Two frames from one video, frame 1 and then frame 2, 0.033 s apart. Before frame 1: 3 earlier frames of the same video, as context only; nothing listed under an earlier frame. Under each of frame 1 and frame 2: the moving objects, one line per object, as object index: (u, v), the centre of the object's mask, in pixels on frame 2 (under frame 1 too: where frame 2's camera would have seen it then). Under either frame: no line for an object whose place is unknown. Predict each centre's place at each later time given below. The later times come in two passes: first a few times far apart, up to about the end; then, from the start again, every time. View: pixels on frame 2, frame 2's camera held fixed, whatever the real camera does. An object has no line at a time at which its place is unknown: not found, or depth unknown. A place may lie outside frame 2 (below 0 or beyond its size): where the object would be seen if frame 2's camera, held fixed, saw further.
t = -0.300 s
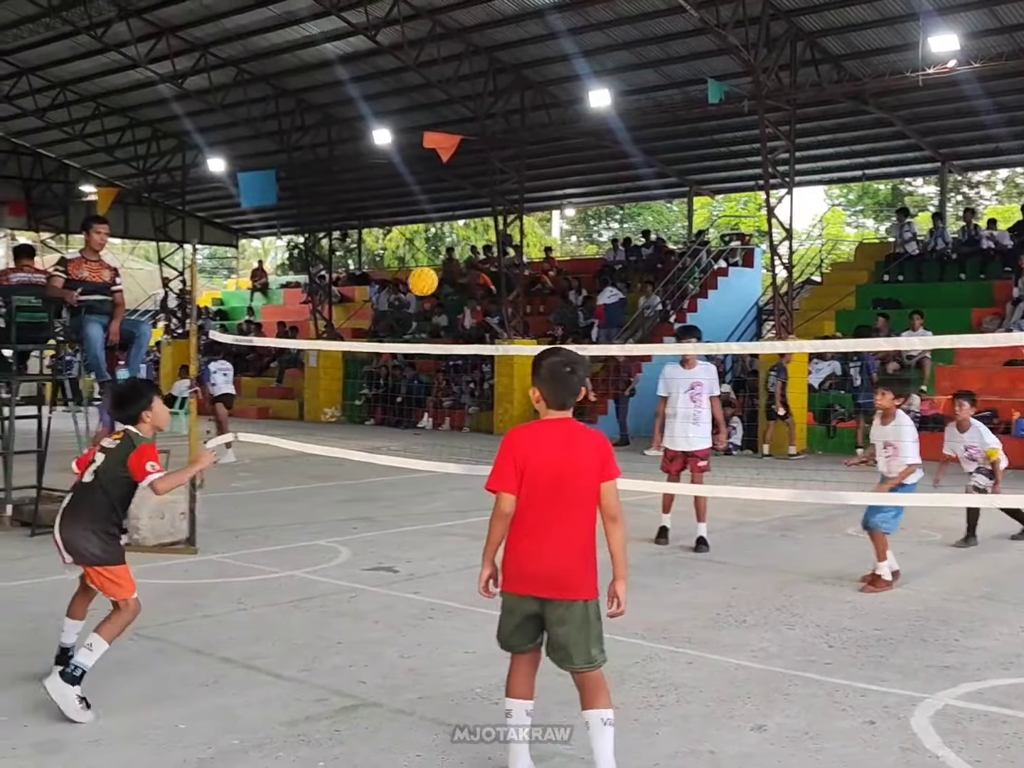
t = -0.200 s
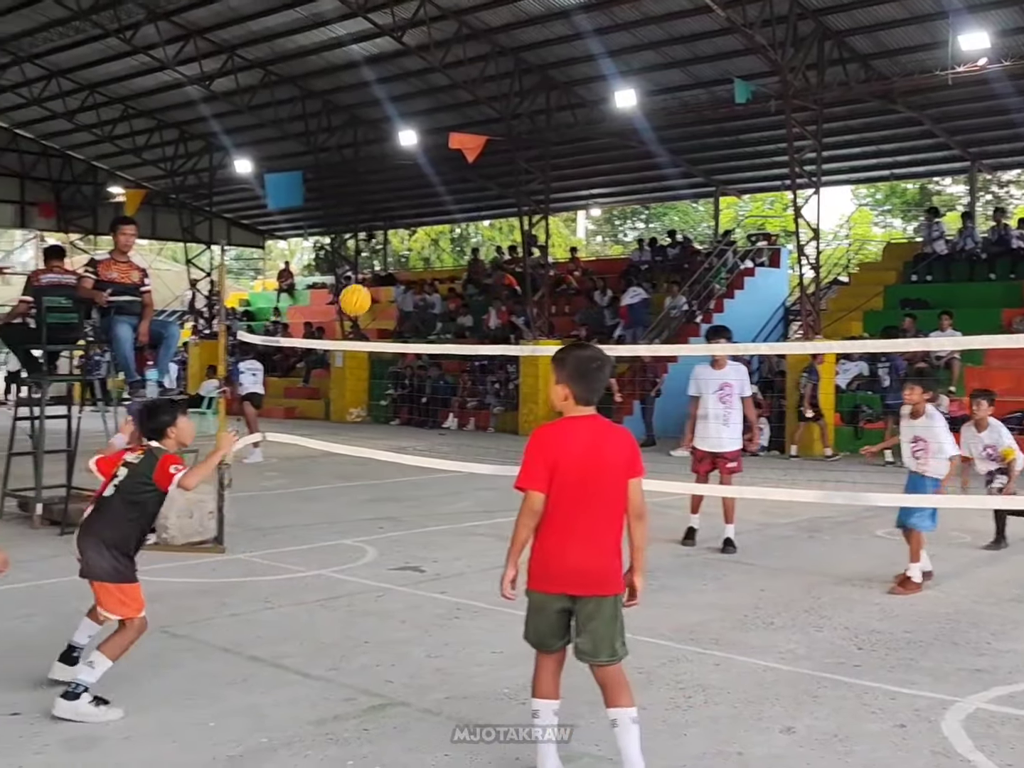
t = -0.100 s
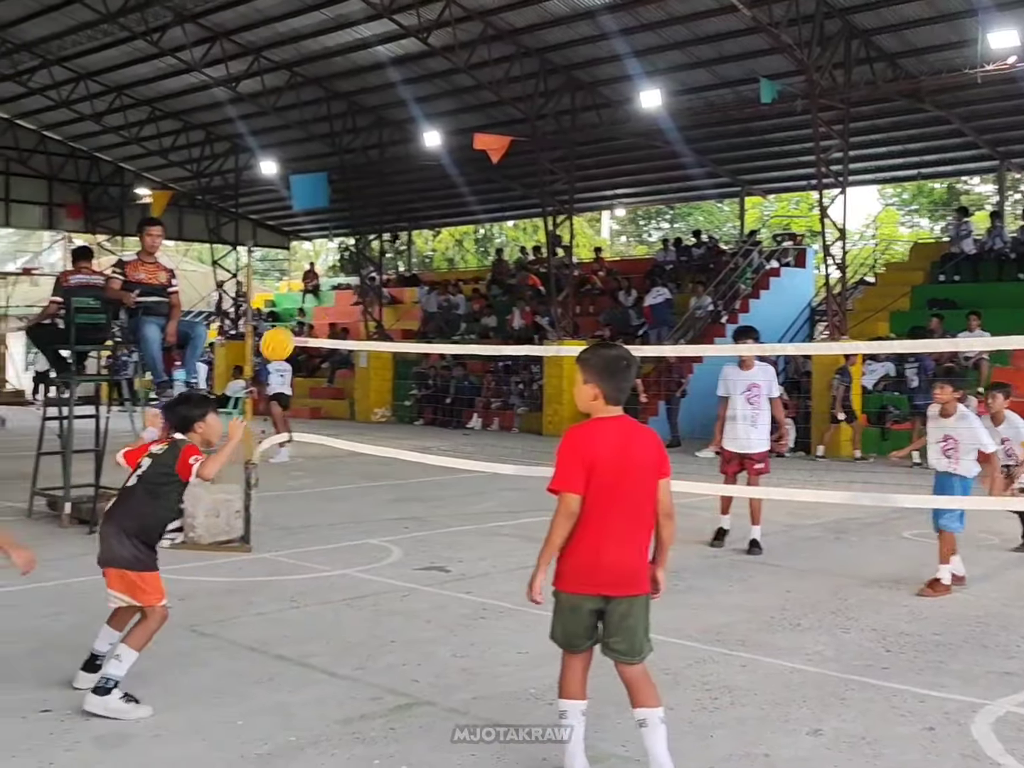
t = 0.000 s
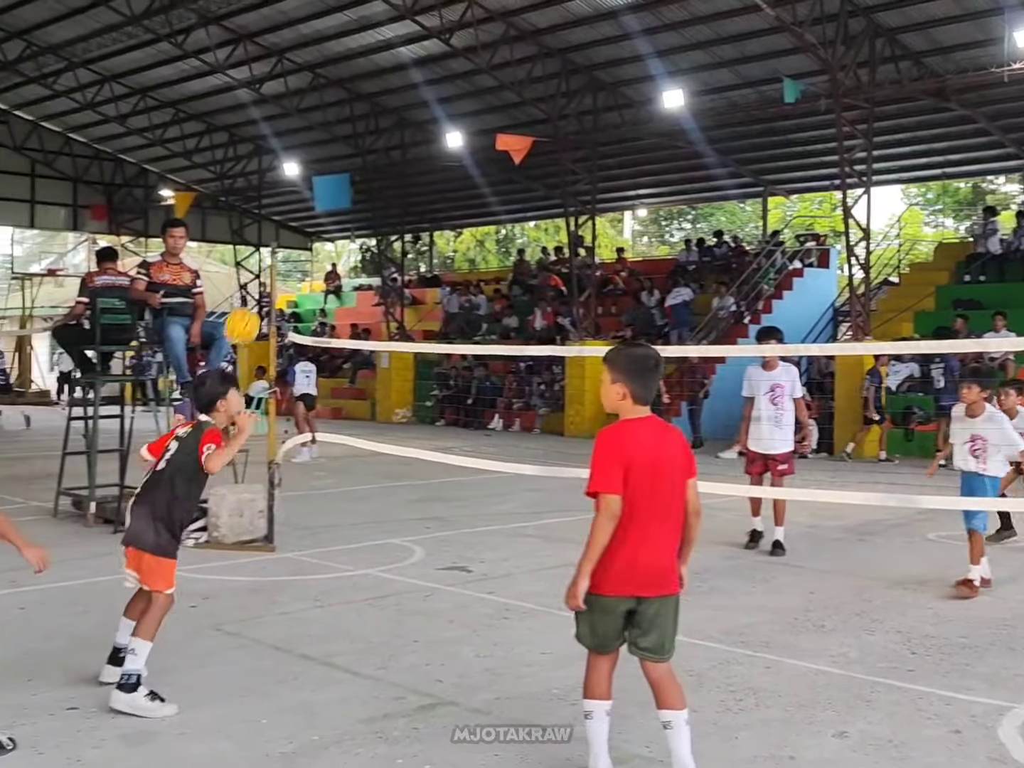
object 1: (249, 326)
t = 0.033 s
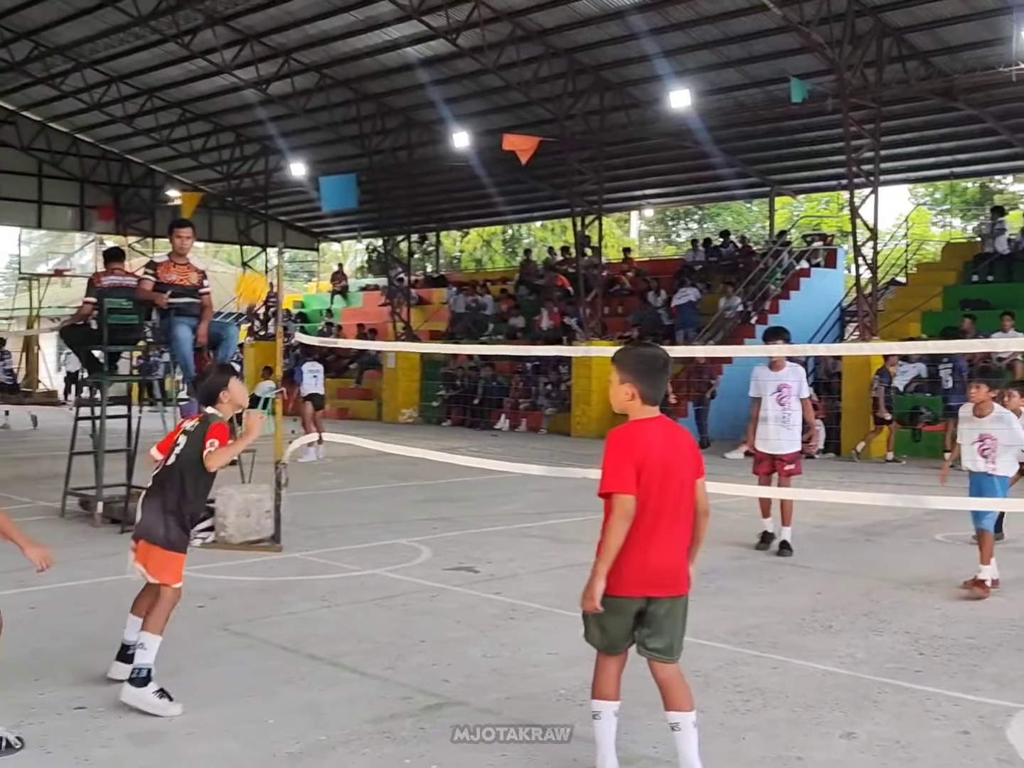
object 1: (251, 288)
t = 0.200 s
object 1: (263, 131)
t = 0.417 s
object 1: (281, 23)
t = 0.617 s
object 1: (294, 22)
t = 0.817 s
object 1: (307, 120)
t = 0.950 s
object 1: (315, 240)
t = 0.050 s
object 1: (253, 269)
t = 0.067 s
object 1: (255, 251)
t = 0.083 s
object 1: (256, 233)
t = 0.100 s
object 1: (256, 218)
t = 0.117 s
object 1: (258, 202)
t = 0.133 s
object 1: (258, 186)
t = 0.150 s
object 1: (259, 172)
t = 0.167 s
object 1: (261, 157)
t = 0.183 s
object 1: (262, 143)
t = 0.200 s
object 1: (263, 131)
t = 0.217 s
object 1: (265, 119)
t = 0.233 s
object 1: (268, 107)
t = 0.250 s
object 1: (269, 96)
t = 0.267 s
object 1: (271, 86)
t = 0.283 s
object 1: (272, 76)
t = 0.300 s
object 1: (273, 67)
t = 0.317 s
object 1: (274, 59)
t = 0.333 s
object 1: (275, 51)
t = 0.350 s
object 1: (276, 44)
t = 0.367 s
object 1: (278, 38)
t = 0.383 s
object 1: (279, 32)
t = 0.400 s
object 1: (280, 27)
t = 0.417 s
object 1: (281, 23)
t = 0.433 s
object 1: (282, 19)
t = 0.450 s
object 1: (283, 16)
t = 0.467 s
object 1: (284, 14)
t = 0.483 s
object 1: (285, 13)
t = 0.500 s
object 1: (286, 13)
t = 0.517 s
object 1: (287, 13)
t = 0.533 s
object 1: (288, 13)
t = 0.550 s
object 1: (290, 13)
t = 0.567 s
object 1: (291, 14)
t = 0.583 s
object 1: (292, 16)
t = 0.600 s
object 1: (293, 18)
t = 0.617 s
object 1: (294, 22)
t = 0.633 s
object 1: (295, 26)
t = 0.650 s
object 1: (296, 31)
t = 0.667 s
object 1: (297, 37)
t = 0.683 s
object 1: (298, 43)
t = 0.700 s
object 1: (299, 50)
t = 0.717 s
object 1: (300, 58)
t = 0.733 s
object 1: (302, 67)
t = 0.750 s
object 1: (302, 76)
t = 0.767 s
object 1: (304, 86)
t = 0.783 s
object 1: (305, 96)
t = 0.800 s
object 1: (306, 108)
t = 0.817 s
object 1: (307, 120)
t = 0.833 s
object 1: (308, 133)
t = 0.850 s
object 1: (309, 146)
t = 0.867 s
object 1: (310, 160)
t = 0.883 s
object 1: (311, 175)
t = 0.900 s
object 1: (313, 191)
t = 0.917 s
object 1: (313, 207)
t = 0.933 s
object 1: (314, 223)
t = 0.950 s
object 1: (315, 240)
